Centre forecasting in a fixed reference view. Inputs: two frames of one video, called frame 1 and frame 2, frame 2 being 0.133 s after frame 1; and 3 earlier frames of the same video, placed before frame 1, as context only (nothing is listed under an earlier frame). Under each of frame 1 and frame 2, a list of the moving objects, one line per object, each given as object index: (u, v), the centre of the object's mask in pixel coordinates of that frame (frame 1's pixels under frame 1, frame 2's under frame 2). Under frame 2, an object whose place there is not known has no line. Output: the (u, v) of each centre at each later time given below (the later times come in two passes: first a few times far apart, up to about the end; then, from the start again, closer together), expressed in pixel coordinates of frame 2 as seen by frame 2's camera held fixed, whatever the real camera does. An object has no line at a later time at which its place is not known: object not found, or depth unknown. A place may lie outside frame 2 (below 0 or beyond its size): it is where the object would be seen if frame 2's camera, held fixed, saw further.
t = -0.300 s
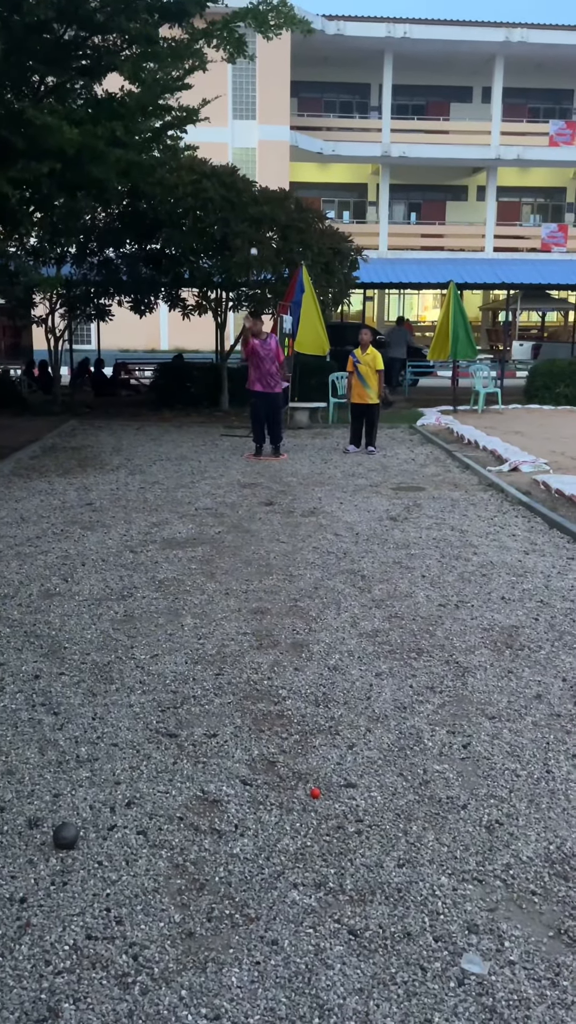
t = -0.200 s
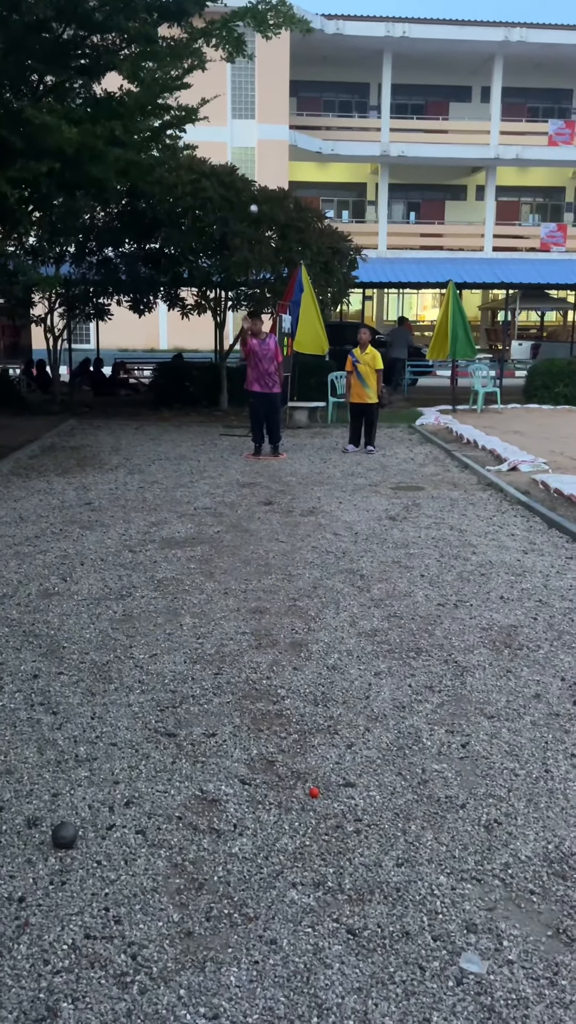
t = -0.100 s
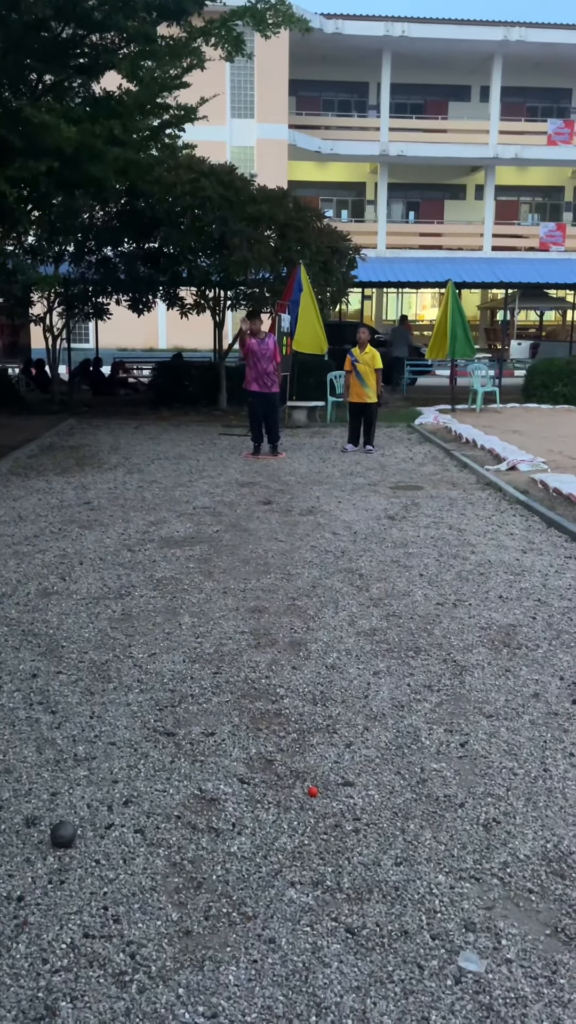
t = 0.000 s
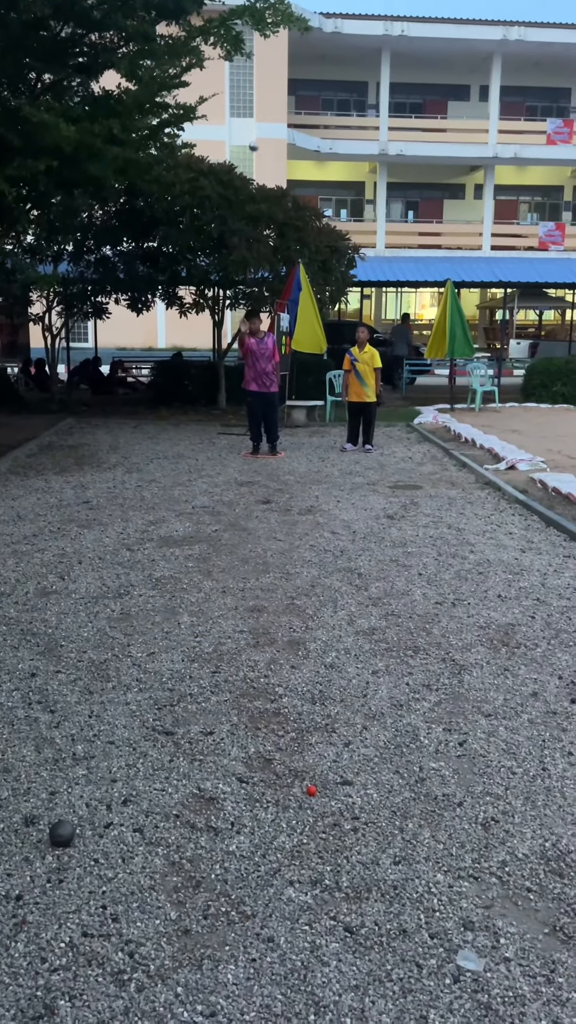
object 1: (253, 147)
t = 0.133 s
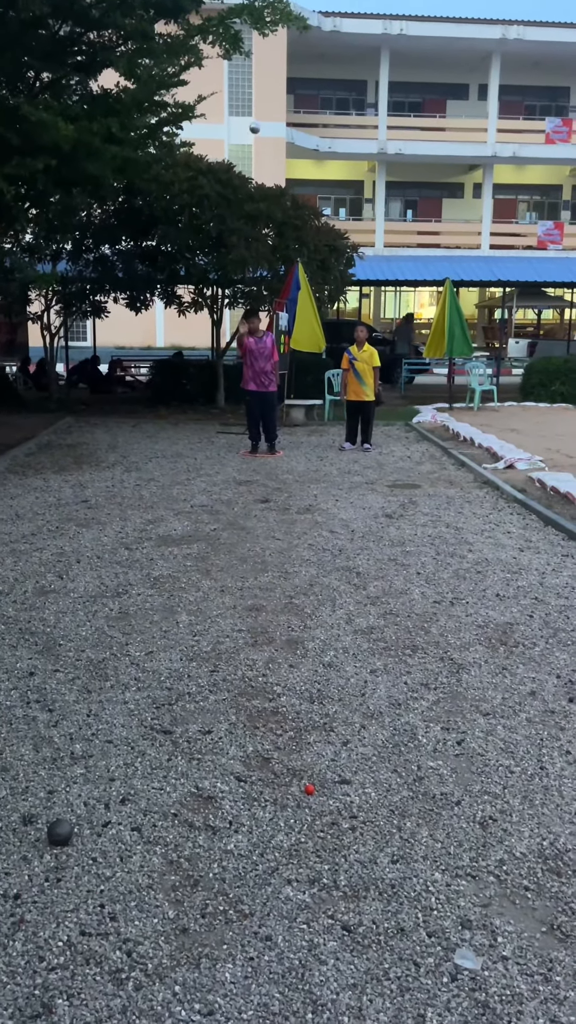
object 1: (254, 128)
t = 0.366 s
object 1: (259, 173)
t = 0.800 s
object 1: (278, 732)
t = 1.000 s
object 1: (318, 780)
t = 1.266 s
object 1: (372, 828)
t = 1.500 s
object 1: (412, 863)
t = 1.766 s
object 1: (439, 892)
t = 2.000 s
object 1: (456, 911)
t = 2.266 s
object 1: (455, 911)
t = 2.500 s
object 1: (454, 910)
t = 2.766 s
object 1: (455, 910)
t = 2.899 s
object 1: (454, 910)
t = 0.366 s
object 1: (259, 173)
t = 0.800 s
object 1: (278, 732)
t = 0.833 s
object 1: (284, 737)
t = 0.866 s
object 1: (291, 739)
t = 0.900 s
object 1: (297, 744)
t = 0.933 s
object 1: (303, 751)
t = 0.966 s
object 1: (311, 766)
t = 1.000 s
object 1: (318, 780)
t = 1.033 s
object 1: (324, 786)
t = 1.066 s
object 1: (331, 791)
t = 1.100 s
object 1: (338, 798)
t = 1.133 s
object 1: (344, 805)
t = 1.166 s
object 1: (350, 810)
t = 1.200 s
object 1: (357, 817)
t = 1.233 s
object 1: (363, 823)
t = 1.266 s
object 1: (372, 828)
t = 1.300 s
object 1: (380, 834)
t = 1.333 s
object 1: (386, 838)
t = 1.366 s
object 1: (391, 845)
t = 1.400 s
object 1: (396, 849)
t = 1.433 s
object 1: (401, 855)
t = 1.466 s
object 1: (405, 861)
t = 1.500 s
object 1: (412, 863)
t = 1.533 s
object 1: (416, 866)
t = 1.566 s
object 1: (423, 870)
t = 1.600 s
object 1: (427, 874)
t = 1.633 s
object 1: (431, 878)
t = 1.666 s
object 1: (433, 882)
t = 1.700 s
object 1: (436, 886)
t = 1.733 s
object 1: (437, 889)
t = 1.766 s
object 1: (439, 892)
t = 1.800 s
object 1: (441, 894)
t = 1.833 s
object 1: (443, 898)
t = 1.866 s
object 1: (446, 901)
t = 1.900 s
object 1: (449, 904)
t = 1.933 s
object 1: (451, 906)
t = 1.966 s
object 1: (454, 908)
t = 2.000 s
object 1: (456, 911)
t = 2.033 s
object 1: (456, 911)
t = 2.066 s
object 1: (457, 912)
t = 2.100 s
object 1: (457, 912)
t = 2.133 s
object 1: (457, 912)
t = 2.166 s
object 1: (456, 912)
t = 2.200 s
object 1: (456, 912)
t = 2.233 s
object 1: (456, 911)
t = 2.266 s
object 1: (455, 911)
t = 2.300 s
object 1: (455, 911)
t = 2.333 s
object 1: (455, 910)
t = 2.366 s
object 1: (455, 910)
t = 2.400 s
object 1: (455, 910)
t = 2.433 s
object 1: (454, 910)
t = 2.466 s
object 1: (454, 910)
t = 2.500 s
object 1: (454, 910)
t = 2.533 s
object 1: (454, 910)
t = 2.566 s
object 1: (454, 910)
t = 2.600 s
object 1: (454, 910)
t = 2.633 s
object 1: (454, 910)
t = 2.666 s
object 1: (454, 910)
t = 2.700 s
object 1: (455, 910)
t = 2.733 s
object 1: (454, 910)
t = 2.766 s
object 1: (455, 910)
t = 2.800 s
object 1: (454, 910)
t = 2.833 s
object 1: (454, 910)
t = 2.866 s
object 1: (454, 910)
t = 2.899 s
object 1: (454, 910)
